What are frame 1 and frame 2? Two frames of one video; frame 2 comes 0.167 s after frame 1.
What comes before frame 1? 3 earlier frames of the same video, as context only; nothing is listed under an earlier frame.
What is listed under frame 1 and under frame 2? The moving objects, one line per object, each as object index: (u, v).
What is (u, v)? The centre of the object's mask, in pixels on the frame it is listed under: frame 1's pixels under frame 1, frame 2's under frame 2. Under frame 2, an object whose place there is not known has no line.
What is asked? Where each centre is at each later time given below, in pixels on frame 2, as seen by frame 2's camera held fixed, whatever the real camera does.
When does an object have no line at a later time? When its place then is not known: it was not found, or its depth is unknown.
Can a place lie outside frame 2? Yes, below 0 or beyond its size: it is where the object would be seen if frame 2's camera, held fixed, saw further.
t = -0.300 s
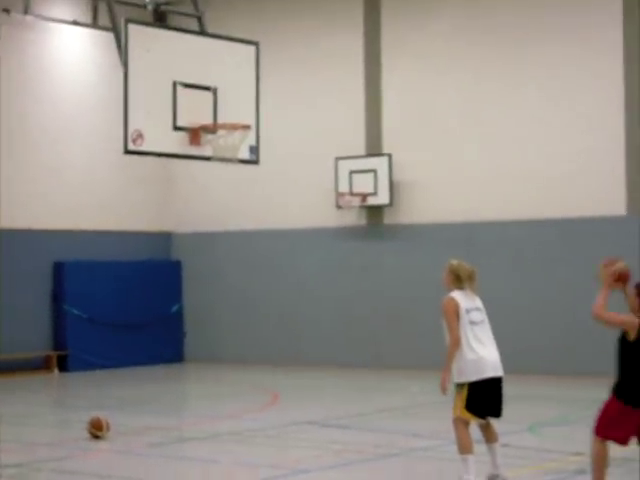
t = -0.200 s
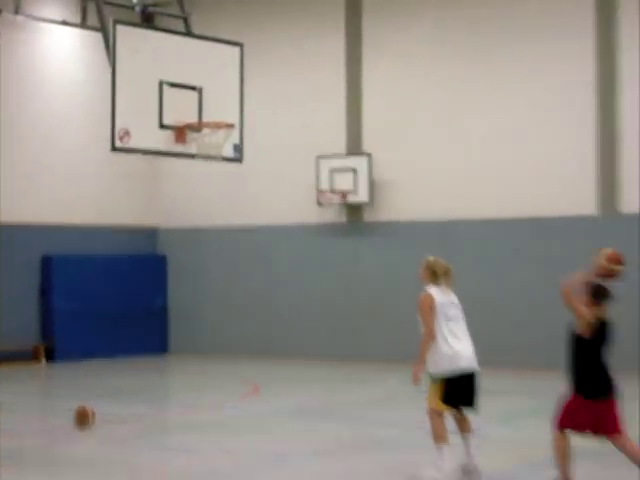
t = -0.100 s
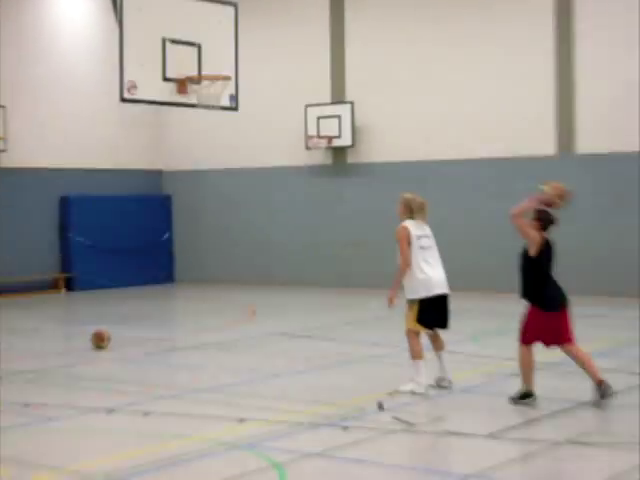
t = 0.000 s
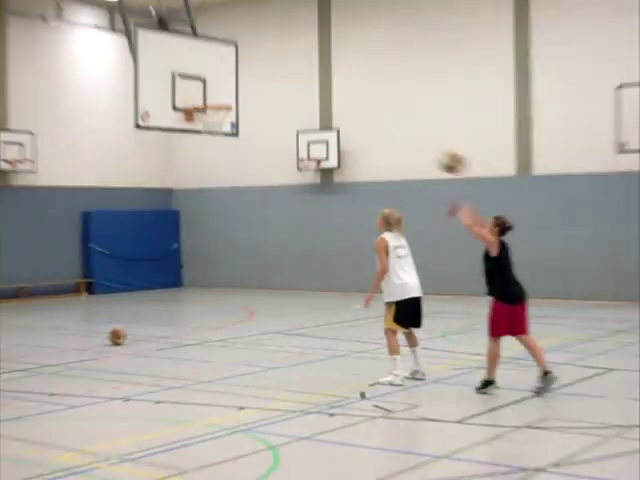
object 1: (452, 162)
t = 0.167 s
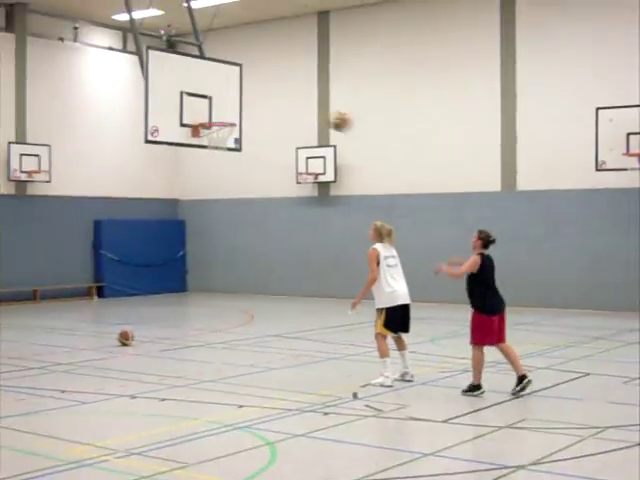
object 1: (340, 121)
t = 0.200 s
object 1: (320, 113)
